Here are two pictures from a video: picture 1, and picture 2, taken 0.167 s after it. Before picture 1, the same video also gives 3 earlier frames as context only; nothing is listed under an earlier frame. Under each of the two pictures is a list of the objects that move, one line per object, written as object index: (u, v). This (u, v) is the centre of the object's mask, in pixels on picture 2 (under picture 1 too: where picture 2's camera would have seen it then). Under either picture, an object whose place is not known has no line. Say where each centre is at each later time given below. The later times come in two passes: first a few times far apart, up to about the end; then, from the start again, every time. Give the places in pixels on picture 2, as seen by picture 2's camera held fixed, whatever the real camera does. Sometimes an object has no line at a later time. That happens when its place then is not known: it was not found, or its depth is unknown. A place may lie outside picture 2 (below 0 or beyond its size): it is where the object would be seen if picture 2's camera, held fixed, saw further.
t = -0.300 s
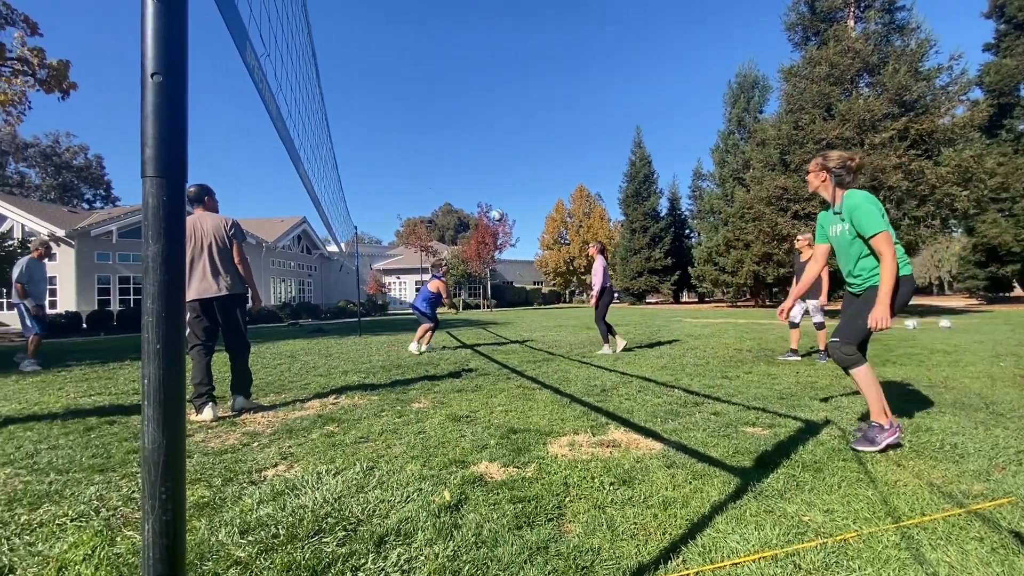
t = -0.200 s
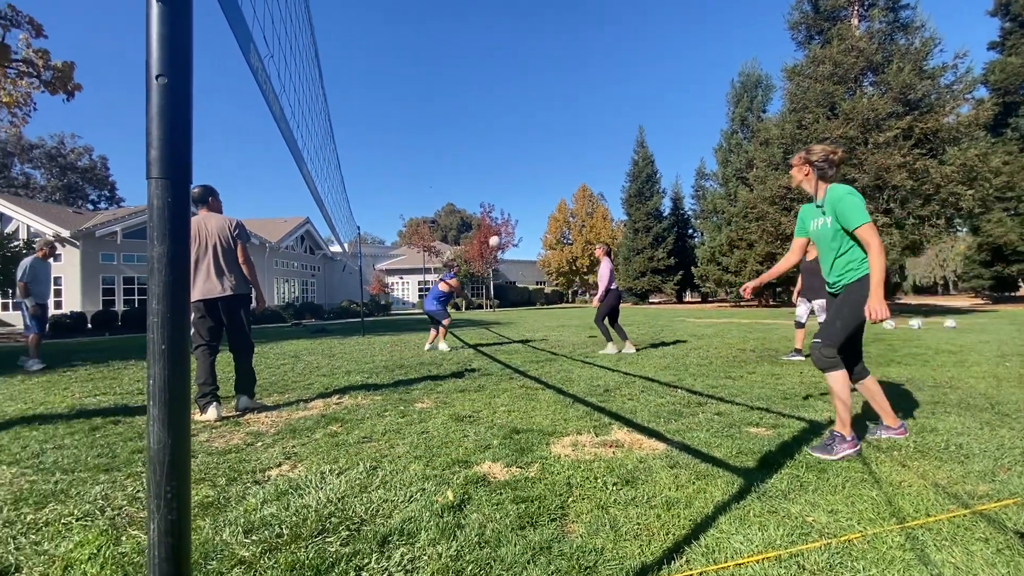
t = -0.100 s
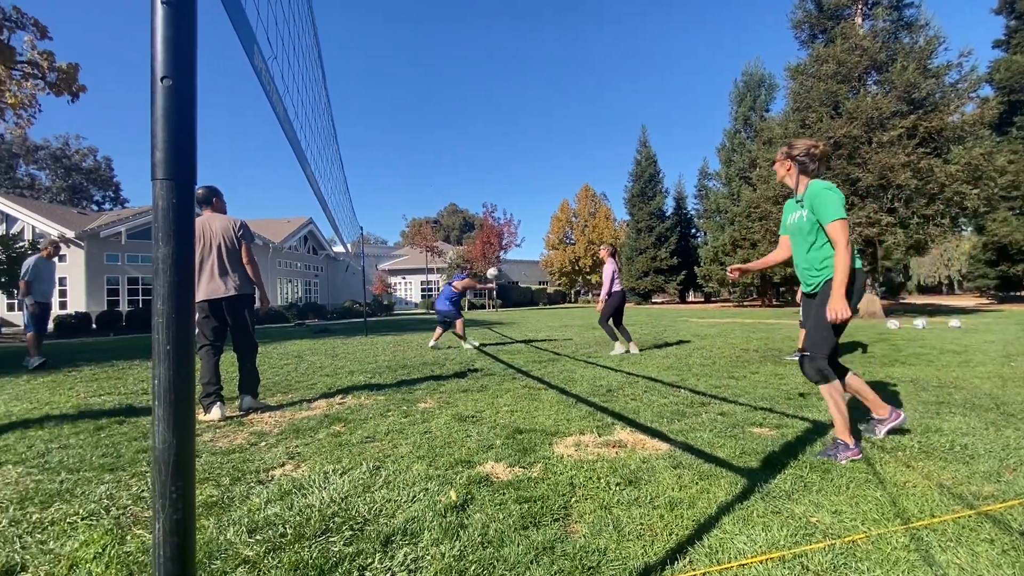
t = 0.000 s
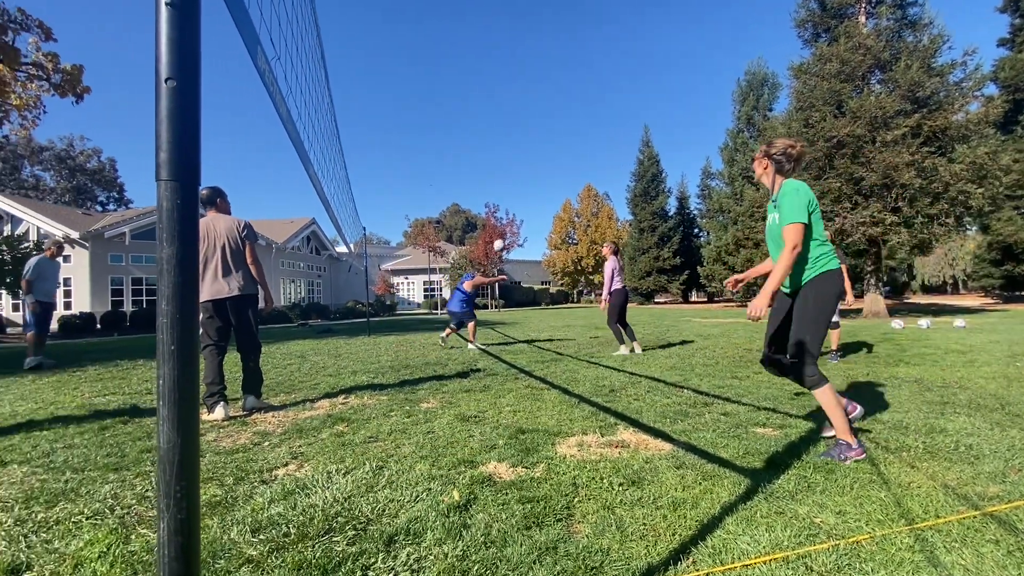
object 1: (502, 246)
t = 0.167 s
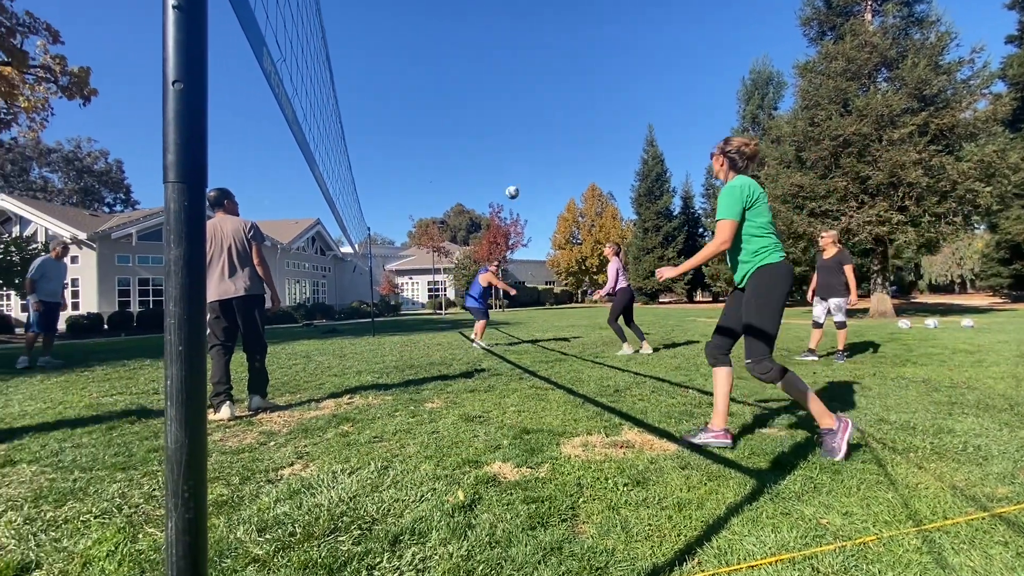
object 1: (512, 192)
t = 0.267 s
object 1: (517, 167)
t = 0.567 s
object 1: (534, 124)
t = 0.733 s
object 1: (544, 126)
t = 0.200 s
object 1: (514, 183)
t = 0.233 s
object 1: (515, 175)
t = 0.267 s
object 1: (517, 167)
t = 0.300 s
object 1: (519, 160)
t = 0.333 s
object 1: (520, 153)
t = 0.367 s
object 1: (522, 147)
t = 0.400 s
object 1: (524, 142)
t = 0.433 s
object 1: (526, 137)
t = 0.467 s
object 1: (528, 133)
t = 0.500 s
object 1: (530, 129)
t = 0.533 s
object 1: (532, 126)
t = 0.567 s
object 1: (534, 124)
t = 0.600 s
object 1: (535, 123)
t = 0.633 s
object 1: (538, 123)
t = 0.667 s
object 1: (540, 123)
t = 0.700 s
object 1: (542, 124)
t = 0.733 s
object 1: (544, 126)
